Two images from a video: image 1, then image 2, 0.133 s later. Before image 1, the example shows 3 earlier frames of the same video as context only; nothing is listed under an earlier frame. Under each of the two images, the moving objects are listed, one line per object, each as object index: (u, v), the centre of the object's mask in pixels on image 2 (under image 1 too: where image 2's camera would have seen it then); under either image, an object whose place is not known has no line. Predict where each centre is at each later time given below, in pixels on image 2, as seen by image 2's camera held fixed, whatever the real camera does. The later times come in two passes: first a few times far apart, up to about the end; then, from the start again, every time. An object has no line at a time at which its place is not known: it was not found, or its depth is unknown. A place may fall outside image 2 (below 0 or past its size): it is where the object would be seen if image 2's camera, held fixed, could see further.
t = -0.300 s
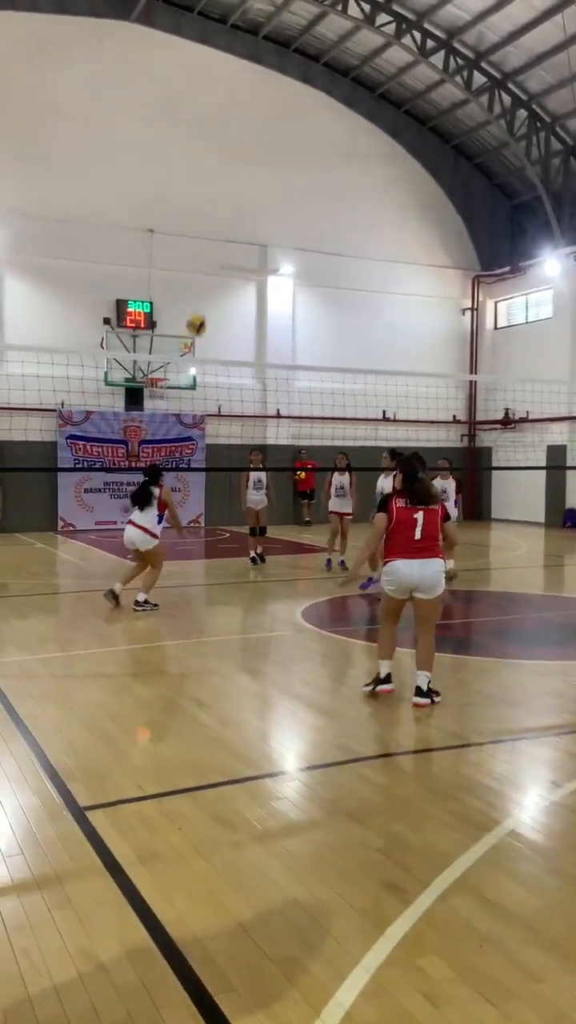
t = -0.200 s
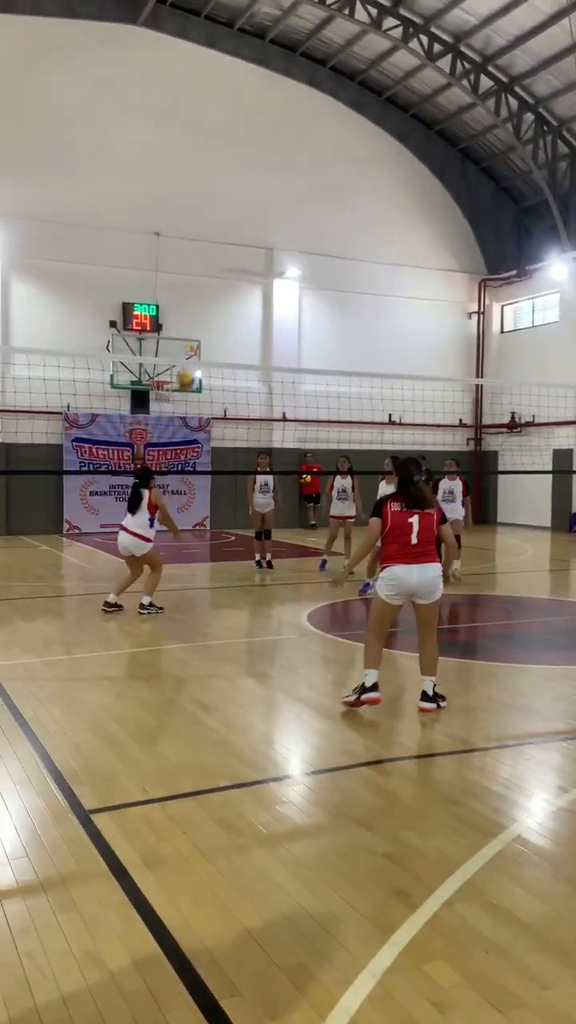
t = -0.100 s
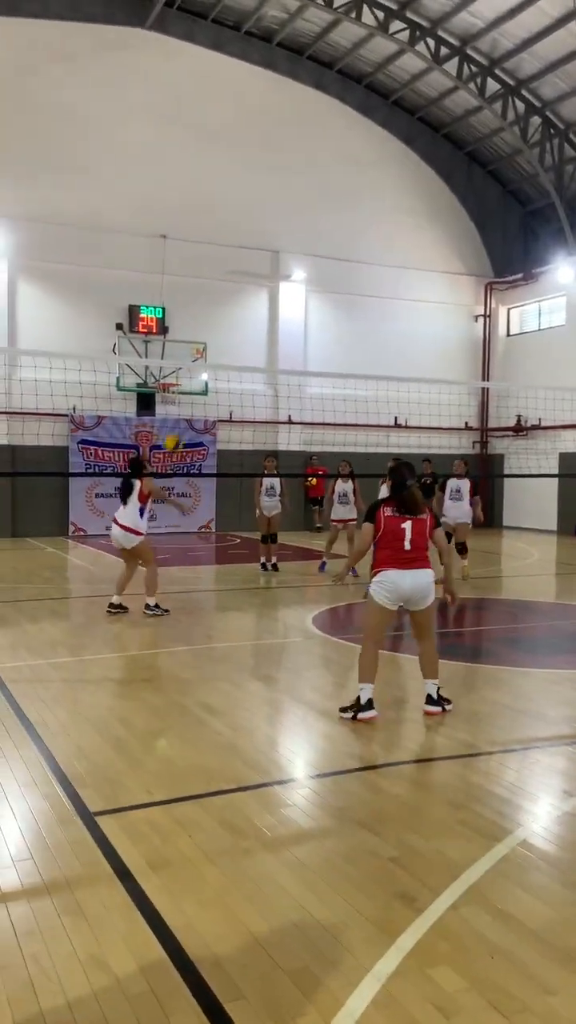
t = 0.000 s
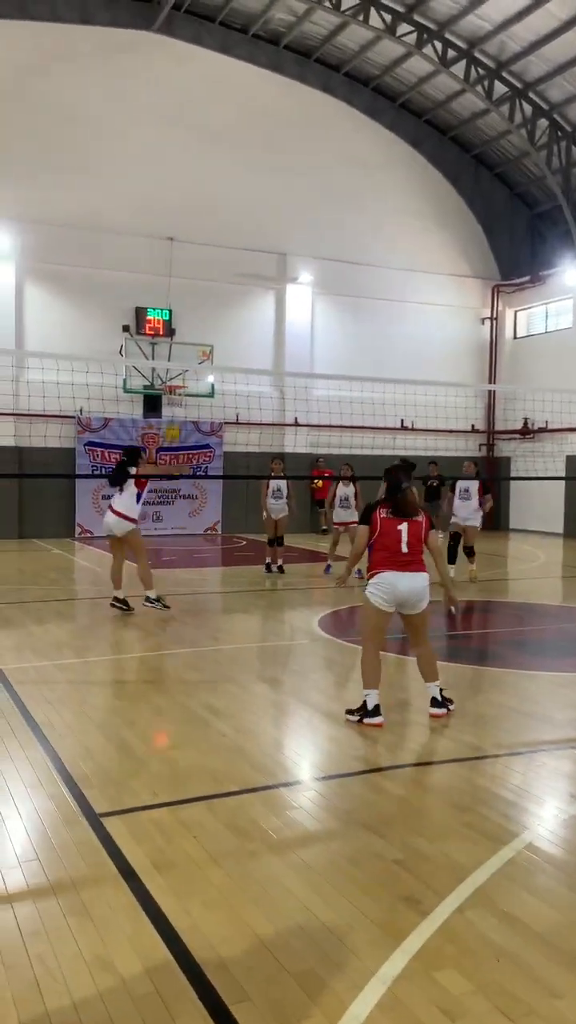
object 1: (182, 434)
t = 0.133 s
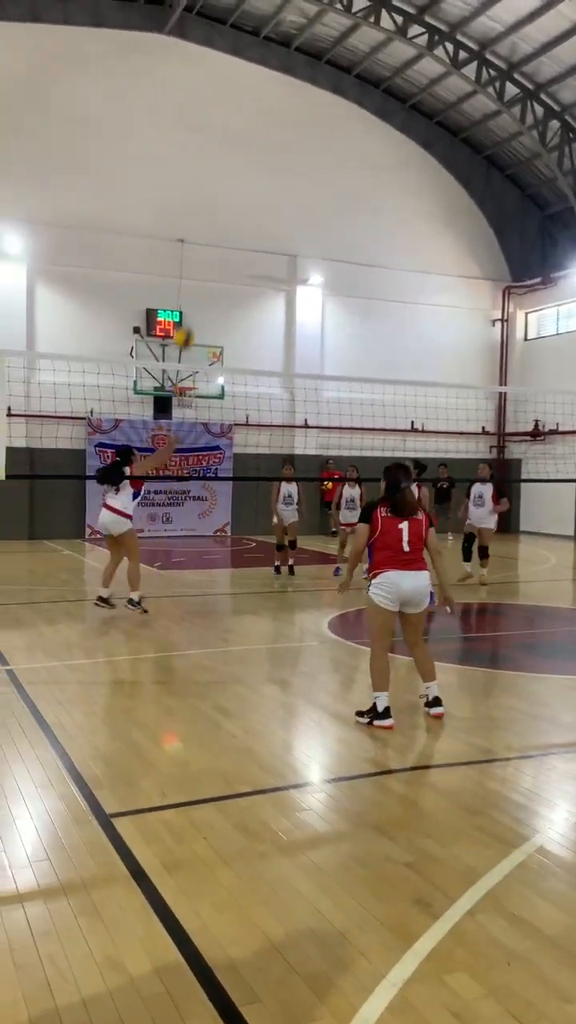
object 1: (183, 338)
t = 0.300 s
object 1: (187, 244)
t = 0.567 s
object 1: (193, 156)
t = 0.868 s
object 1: (197, 145)
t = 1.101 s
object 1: (199, 201)
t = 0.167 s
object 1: (185, 318)
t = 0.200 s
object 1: (185, 296)
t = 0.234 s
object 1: (186, 279)
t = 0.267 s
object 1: (187, 261)
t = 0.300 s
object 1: (187, 244)
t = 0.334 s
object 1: (187, 230)
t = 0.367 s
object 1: (187, 215)
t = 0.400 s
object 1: (188, 202)
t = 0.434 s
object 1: (190, 191)
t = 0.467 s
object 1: (191, 180)
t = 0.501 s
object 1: (191, 171)
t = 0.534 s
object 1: (193, 162)
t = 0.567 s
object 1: (193, 156)
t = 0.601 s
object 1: (194, 149)
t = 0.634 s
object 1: (194, 145)
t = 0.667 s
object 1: (194, 141)
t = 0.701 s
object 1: (195, 139)
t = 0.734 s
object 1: (195, 138)
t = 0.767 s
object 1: (196, 138)
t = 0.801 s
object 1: (196, 139)
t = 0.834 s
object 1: (197, 142)
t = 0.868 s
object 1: (197, 145)
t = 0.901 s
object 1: (198, 150)
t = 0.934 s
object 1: (198, 156)
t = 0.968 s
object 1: (198, 162)
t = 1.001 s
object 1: (198, 170)
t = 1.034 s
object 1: (198, 179)
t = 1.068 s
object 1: (198, 189)
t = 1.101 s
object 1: (199, 201)
